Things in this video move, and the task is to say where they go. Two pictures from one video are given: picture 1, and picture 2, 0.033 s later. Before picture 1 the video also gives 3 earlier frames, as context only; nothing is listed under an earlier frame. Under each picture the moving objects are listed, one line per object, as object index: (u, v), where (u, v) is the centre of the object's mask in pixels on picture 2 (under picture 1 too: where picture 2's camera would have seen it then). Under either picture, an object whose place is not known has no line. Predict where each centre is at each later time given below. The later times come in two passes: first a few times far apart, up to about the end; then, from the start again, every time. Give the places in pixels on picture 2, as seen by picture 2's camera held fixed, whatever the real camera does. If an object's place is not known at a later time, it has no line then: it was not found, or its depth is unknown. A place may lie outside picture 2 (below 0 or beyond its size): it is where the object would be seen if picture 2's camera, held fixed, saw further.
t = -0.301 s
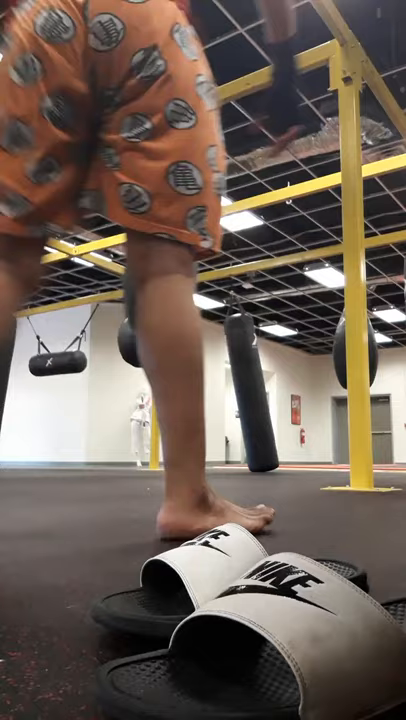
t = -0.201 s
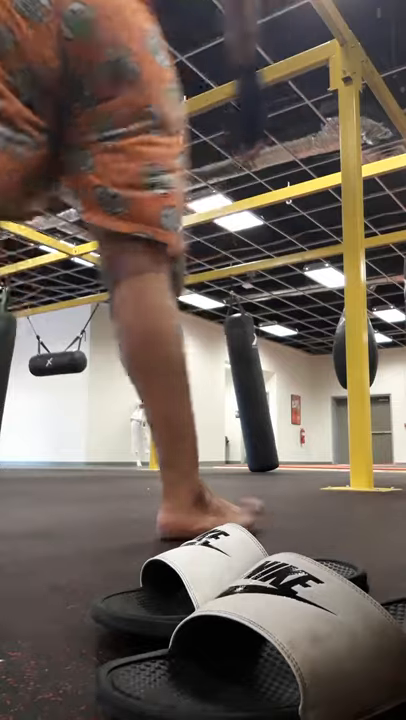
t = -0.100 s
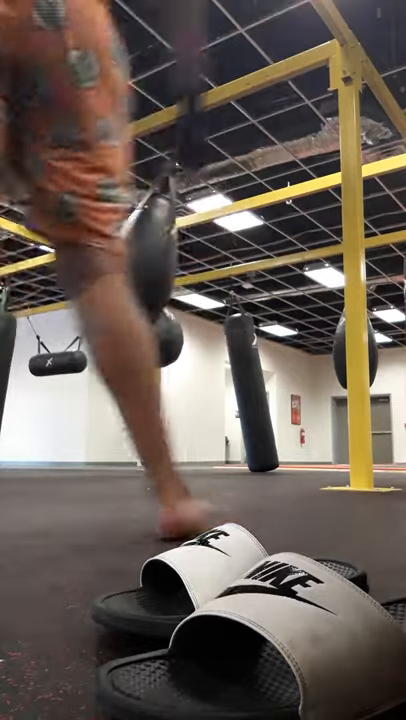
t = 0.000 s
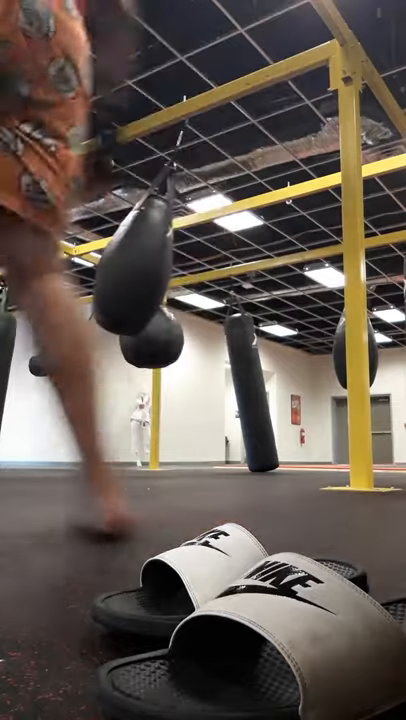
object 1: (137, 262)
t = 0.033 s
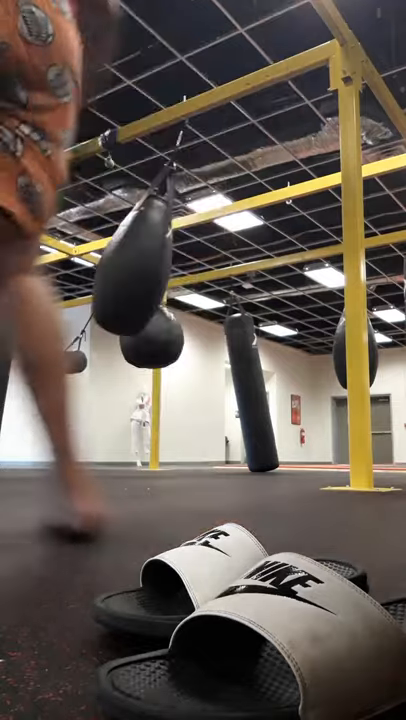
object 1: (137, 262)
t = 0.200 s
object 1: (140, 263)
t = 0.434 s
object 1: (160, 267)
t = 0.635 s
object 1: (186, 270)
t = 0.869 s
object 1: (215, 264)
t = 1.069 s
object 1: (228, 256)
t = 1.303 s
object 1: (223, 255)
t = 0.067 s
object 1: (137, 262)
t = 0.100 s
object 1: (137, 262)
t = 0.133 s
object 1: (137, 262)
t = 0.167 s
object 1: (138, 263)
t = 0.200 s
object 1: (140, 263)
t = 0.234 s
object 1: (142, 264)
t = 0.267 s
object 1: (144, 265)
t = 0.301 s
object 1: (147, 265)
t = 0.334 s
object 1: (150, 266)
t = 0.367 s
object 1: (153, 267)
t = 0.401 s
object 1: (156, 267)
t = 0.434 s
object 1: (160, 267)
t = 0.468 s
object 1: (164, 268)
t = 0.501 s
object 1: (169, 268)
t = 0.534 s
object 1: (173, 269)
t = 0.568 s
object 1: (177, 269)
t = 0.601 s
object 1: (182, 269)
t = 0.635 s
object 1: (186, 270)
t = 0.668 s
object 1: (191, 269)
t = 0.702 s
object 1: (195, 268)
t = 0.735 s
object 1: (200, 268)
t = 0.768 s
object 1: (204, 267)
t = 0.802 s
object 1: (208, 266)
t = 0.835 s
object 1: (211, 265)
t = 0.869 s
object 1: (215, 264)
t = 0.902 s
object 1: (218, 263)
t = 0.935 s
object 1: (221, 261)
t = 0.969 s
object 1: (223, 260)
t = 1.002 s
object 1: (225, 259)
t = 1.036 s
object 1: (227, 258)
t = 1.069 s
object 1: (228, 256)
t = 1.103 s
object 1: (228, 256)
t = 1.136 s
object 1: (229, 255)
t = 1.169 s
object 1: (229, 255)
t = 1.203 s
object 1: (228, 255)
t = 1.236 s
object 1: (227, 255)
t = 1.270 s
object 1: (225, 255)
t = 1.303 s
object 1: (223, 255)
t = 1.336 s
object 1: (220, 255)
